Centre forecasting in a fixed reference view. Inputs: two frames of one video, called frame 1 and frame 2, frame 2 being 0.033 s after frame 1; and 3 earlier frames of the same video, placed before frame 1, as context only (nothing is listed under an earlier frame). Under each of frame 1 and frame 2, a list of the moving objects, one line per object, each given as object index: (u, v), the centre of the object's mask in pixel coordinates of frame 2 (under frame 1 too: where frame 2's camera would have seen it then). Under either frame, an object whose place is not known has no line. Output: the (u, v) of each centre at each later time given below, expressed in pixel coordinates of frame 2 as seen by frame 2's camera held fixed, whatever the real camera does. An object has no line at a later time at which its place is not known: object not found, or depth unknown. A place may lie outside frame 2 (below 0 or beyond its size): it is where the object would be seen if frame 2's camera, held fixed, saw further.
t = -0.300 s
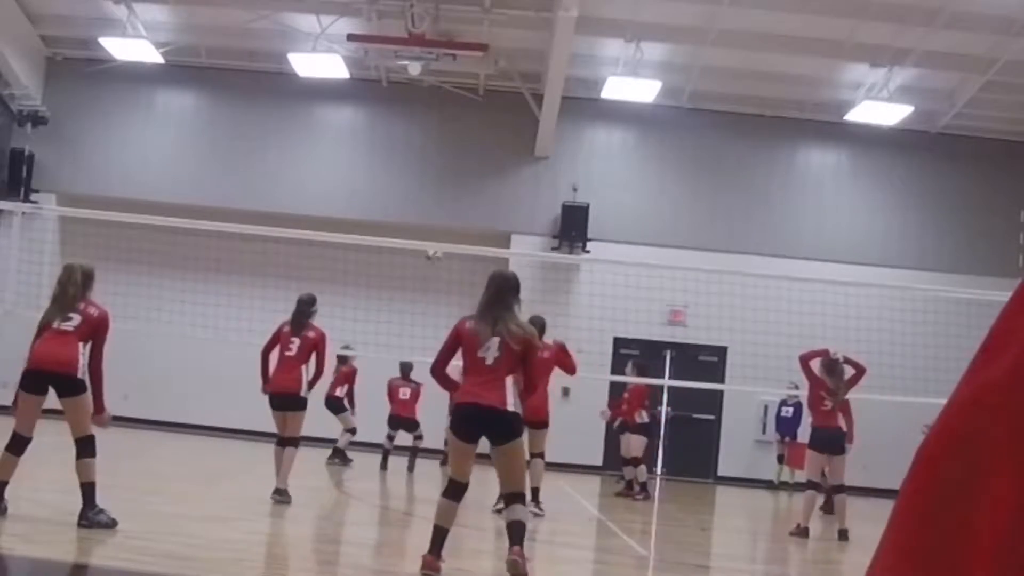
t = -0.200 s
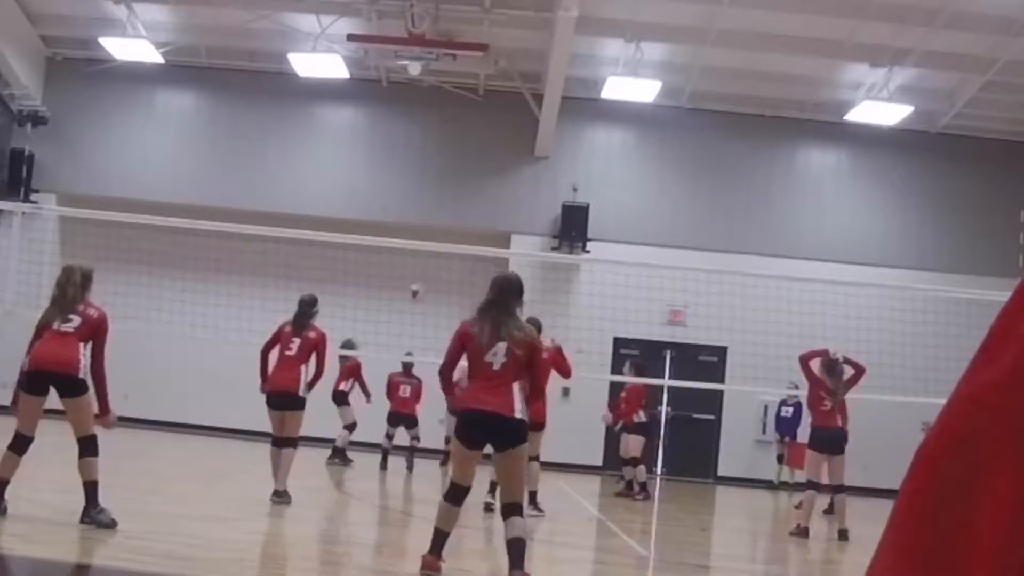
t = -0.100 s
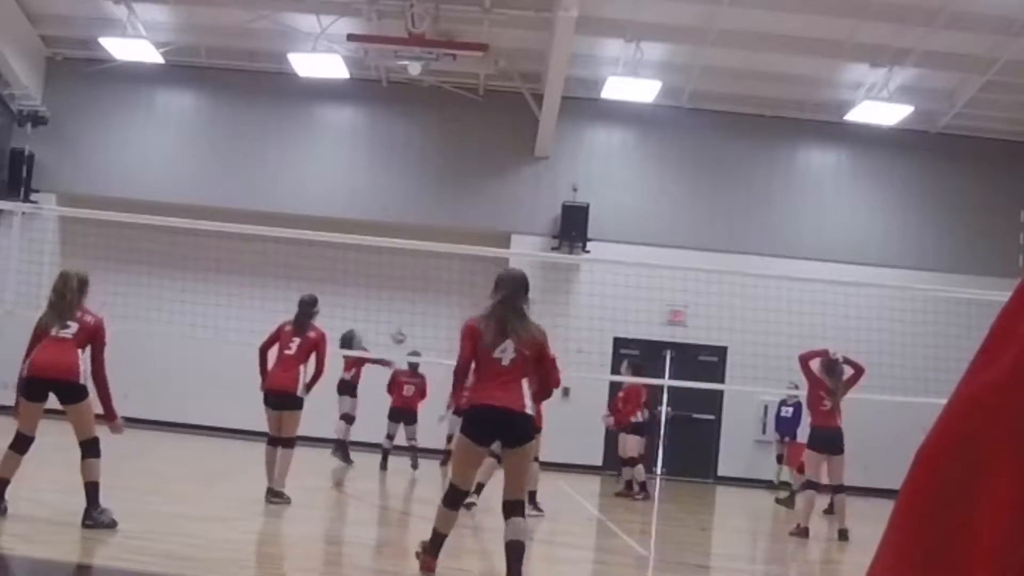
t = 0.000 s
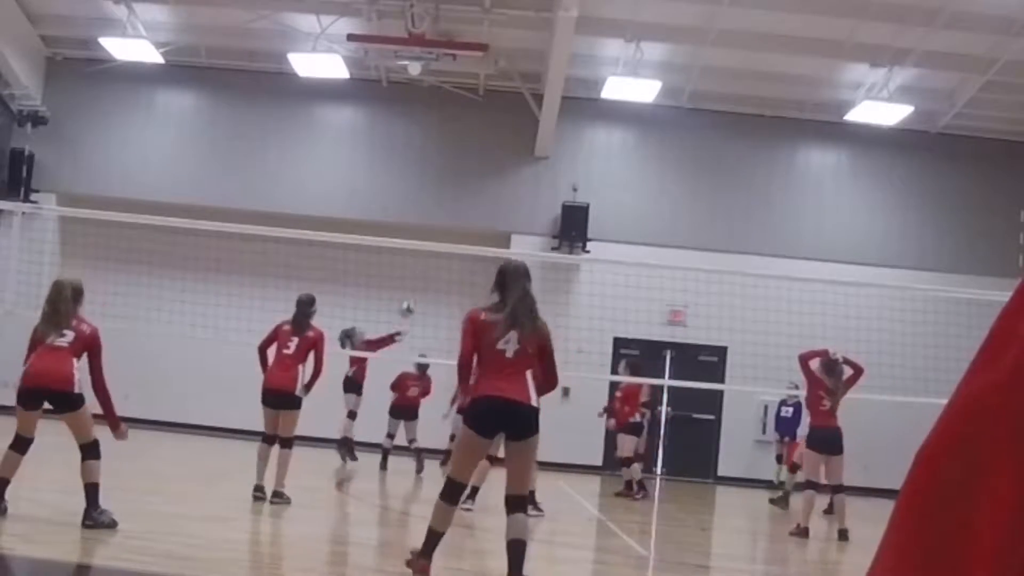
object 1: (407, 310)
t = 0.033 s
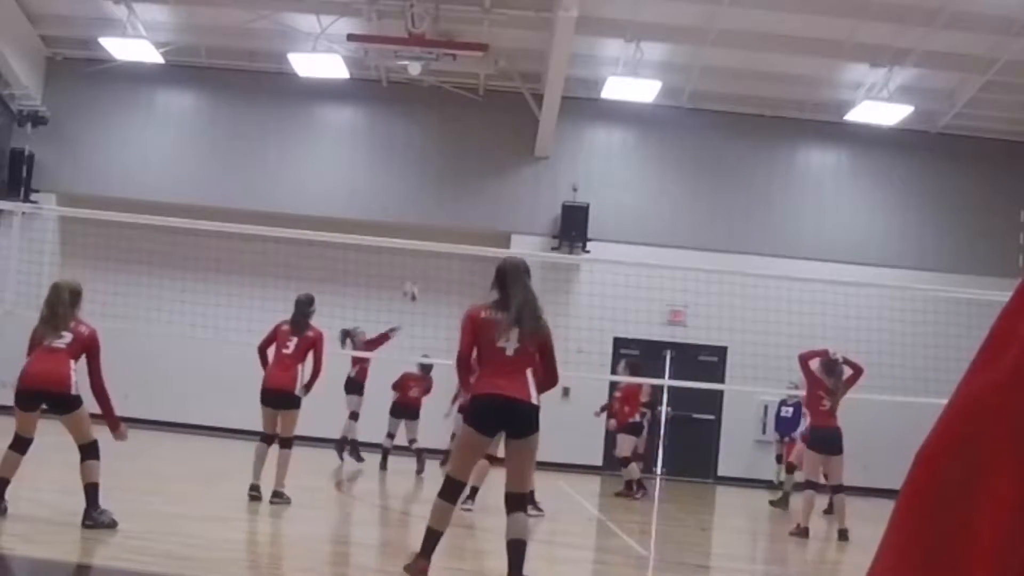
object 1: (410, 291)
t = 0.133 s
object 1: (427, 238)
